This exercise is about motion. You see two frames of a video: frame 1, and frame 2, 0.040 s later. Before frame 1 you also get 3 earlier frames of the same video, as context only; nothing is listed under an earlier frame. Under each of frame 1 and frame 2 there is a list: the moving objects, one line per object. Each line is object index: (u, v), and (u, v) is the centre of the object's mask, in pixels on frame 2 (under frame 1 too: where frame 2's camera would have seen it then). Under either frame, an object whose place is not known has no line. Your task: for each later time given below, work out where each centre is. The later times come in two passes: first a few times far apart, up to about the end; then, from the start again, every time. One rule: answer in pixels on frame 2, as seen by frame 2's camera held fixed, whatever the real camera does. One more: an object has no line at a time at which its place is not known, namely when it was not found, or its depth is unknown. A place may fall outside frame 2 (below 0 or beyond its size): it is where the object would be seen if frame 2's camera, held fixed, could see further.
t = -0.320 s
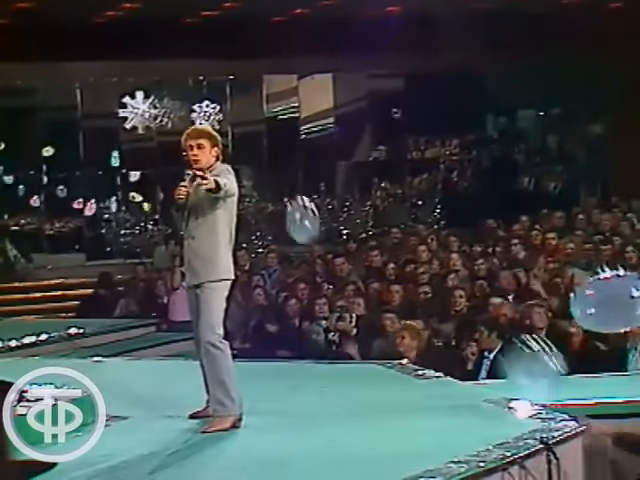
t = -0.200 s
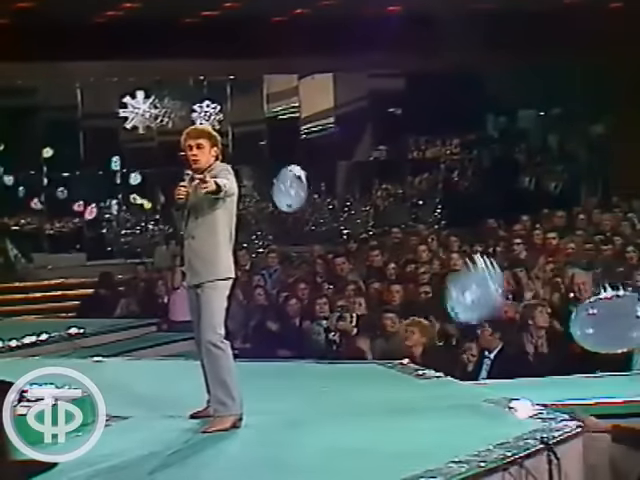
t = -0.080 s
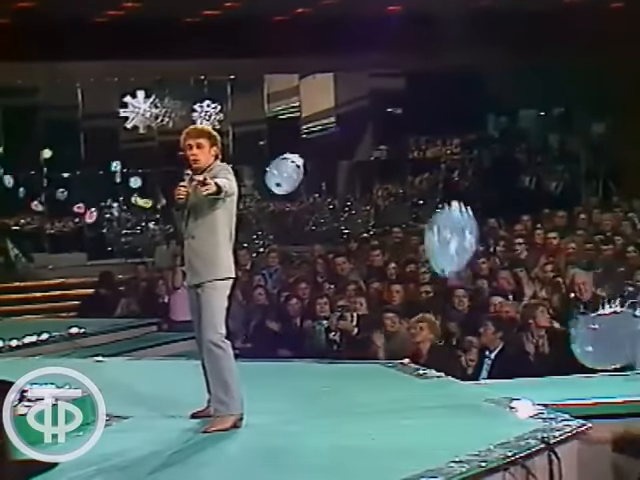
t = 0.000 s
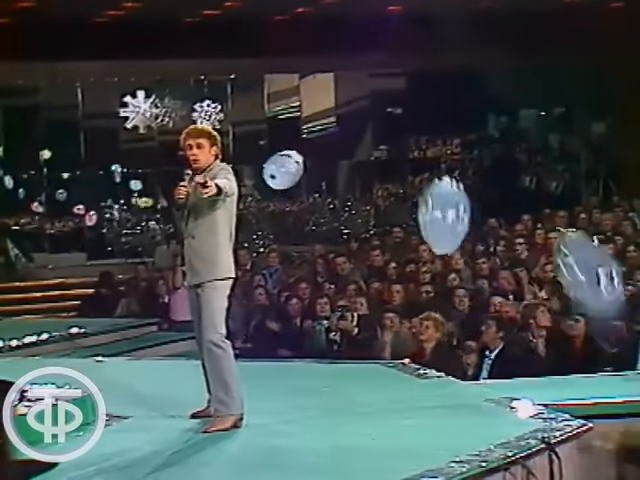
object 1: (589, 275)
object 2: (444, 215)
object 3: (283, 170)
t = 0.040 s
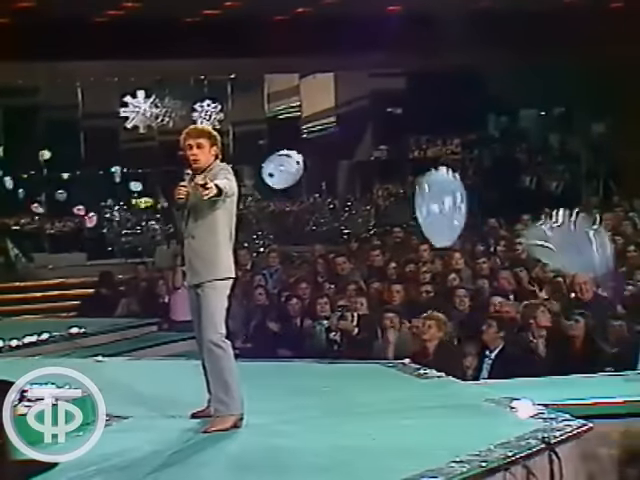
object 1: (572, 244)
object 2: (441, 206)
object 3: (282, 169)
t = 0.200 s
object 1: (515, 155)
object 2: (431, 178)
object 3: (279, 172)
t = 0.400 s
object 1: (449, 106)
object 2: (424, 157)
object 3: (274, 182)
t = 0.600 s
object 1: (401, 83)
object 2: (420, 148)
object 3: (271, 197)
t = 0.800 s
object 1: (365, 74)
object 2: (417, 145)
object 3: (270, 215)
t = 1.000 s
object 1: (339, 75)
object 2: (414, 148)
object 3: (270, 236)
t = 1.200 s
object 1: (320, 84)
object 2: (411, 157)
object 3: (271, 262)
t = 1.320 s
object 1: (312, 93)
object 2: (410, 165)
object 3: (272, 278)
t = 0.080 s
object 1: (556, 219)
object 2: (438, 197)
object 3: (281, 169)
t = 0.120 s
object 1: (542, 196)
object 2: (435, 190)
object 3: (281, 170)
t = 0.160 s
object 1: (529, 175)
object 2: (433, 184)
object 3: (280, 171)
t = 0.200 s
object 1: (515, 155)
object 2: (431, 178)
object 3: (279, 172)
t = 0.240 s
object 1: (500, 139)
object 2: (429, 173)
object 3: (278, 174)
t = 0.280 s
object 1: (485, 128)
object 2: (427, 167)
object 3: (277, 176)
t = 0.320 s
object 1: (472, 119)
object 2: (426, 163)
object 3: (276, 178)
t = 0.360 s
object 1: (460, 112)
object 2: (425, 160)
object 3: (275, 180)
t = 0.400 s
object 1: (449, 106)
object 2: (424, 157)
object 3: (274, 182)
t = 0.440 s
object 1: (439, 100)
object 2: (423, 155)
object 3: (273, 185)
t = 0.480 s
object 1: (428, 95)
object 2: (423, 153)
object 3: (273, 188)
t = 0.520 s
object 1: (418, 91)
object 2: (422, 152)
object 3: (272, 191)
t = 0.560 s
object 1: (409, 87)
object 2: (421, 150)
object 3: (272, 194)
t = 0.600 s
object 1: (401, 83)
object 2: (420, 148)
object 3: (271, 197)
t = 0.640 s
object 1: (393, 81)
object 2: (420, 147)
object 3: (271, 200)
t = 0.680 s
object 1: (385, 79)
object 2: (419, 146)
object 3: (270, 204)
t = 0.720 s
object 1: (378, 77)
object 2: (418, 146)
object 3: (270, 207)
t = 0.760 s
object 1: (372, 75)
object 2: (418, 145)
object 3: (270, 211)
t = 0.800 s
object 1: (365, 74)
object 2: (417, 145)
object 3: (270, 215)
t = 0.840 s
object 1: (360, 74)
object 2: (417, 145)
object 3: (270, 219)
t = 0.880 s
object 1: (354, 74)
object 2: (416, 146)
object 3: (270, 223)
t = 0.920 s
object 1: (349, 74)
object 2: (415, 146)
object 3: (270, 228)
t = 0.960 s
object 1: (344, 74)
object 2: (414, 147)
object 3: (270, 232)
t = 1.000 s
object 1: (339, 75)
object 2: (414, 148)
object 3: (270, 236)
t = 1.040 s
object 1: (335, 76)
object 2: (413, 149)
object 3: (270, 241)
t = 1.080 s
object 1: (331, 78)
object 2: (412, 151)
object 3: (270, 247)
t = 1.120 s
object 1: (327, 80)
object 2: (412, 153)
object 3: (271, 252)
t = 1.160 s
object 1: (324, 82)
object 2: (411, 155)
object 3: (271, 257)
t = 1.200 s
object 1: (320, 84)
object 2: (411, 157)
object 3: (271, 262)
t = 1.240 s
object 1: (318, 87)
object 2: (410, 160)
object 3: (272, 268)
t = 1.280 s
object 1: (315, 90)
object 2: (410, 162)
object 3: (272, 273)
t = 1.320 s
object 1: (312, 93)
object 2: (410, 165)
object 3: (272, 278)
